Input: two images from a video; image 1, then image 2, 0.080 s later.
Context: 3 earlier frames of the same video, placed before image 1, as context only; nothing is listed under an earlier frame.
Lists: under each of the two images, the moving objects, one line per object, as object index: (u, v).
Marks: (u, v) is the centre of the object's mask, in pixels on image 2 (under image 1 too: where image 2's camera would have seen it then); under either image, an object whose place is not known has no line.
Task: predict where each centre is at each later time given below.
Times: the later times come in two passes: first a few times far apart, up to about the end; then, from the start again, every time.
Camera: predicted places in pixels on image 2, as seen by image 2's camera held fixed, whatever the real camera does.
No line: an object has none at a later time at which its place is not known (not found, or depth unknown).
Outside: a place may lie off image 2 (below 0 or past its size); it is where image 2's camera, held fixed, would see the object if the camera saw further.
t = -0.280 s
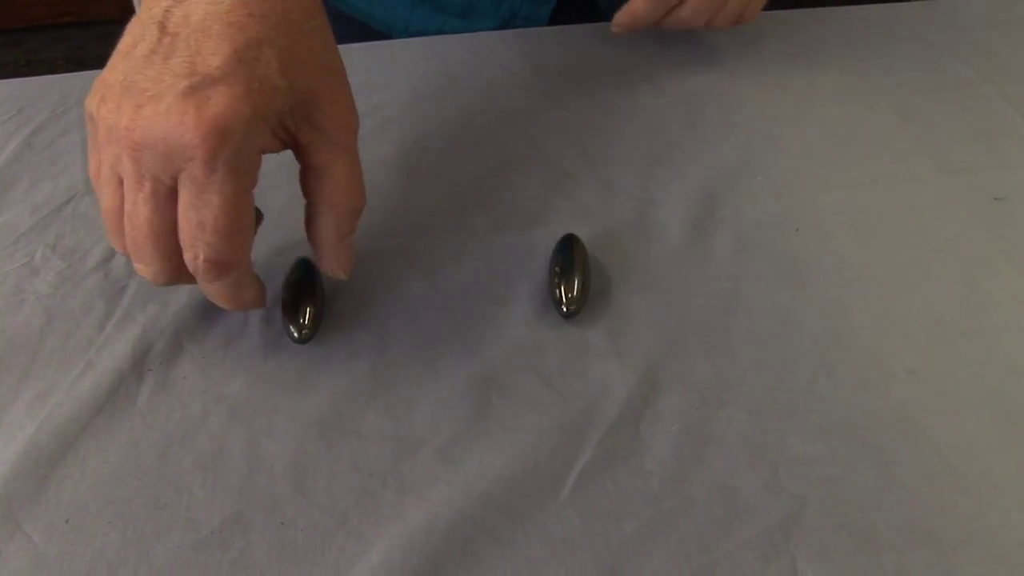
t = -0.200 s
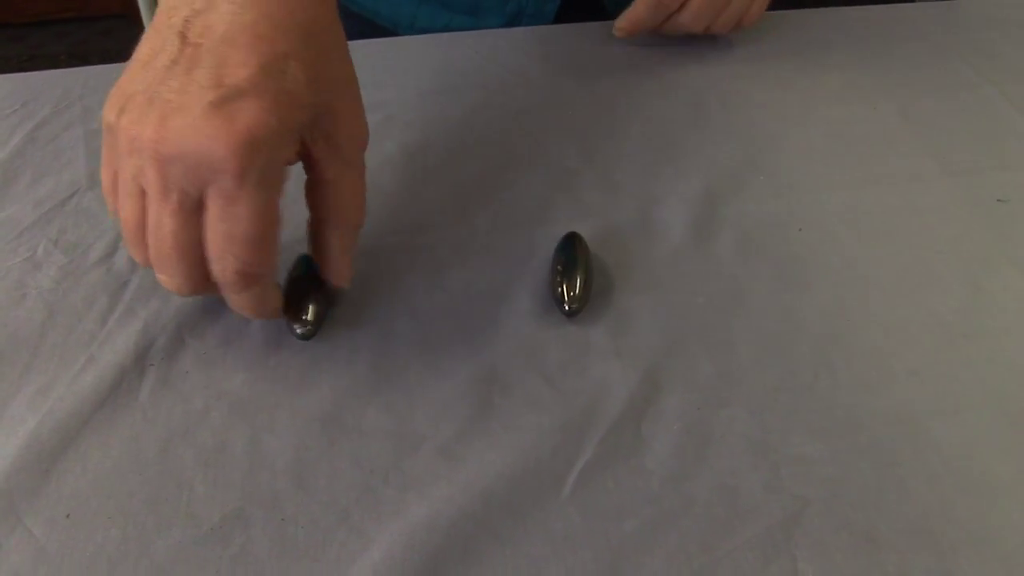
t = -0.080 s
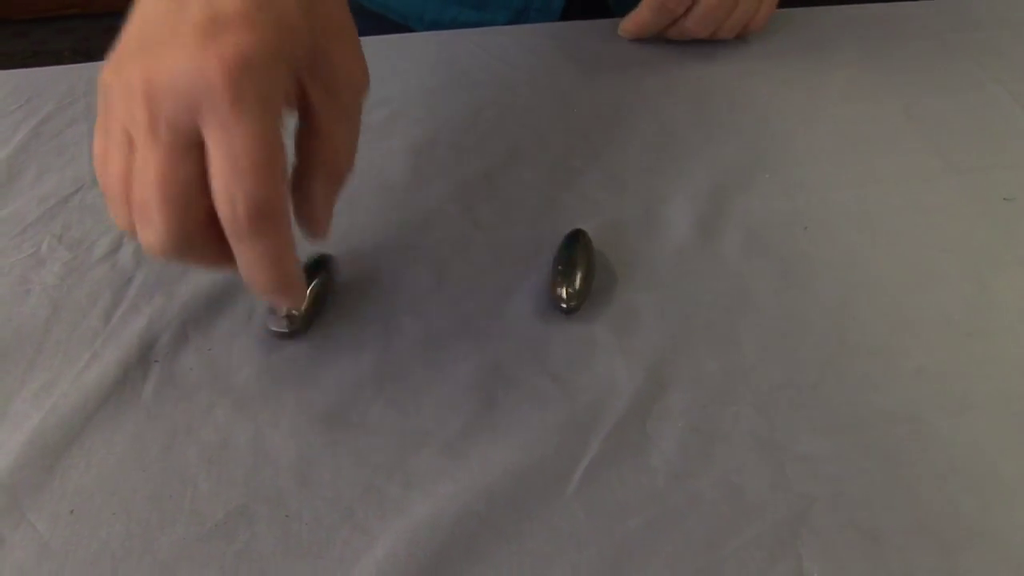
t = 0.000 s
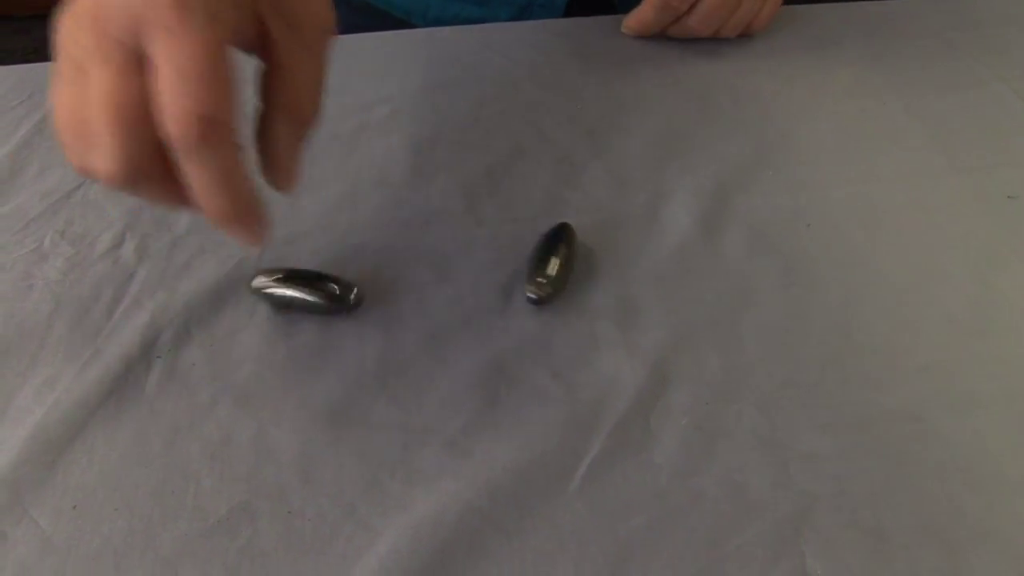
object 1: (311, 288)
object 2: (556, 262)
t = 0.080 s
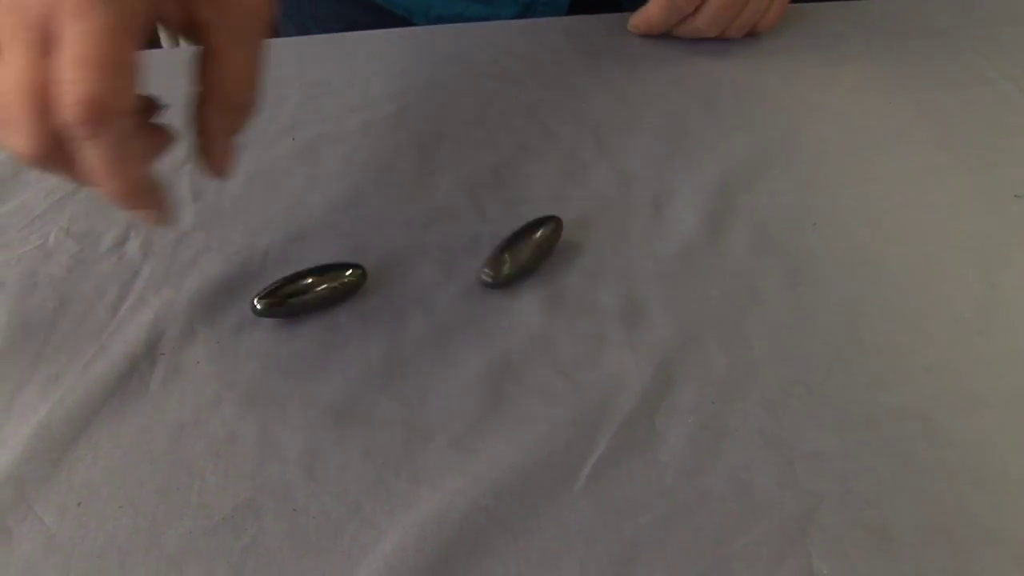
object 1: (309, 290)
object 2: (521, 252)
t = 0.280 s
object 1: (281, 251)
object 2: (513, 240)
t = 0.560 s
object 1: (280, 255)
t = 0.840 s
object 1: (340, 219)
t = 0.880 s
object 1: (356, 199)
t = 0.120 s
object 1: (306, 285)
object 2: (514, 247)
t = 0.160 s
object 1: (301, 274)
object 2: (514, 245)
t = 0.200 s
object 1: (293, 263)
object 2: (514, 244)
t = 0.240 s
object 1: (284, 255)
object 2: (515, 243)
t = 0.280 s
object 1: (281, 251)
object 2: (513, 240)
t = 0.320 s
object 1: (281, 251)
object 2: (513, 234)
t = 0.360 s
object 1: (282, 255)
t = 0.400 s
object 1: (283, 257)
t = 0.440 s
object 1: (282, 257)
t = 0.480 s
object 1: (280, 256)
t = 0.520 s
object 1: (278, 256)
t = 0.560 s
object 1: (280, 255)
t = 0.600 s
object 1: (285, 252)
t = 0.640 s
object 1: (293, 246)
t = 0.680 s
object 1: (301, 241)
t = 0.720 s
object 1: (306, 238)
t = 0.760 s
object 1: (311, 235)
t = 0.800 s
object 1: (324, 226)
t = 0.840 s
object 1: (340, 219)
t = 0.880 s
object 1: (356, 199)
